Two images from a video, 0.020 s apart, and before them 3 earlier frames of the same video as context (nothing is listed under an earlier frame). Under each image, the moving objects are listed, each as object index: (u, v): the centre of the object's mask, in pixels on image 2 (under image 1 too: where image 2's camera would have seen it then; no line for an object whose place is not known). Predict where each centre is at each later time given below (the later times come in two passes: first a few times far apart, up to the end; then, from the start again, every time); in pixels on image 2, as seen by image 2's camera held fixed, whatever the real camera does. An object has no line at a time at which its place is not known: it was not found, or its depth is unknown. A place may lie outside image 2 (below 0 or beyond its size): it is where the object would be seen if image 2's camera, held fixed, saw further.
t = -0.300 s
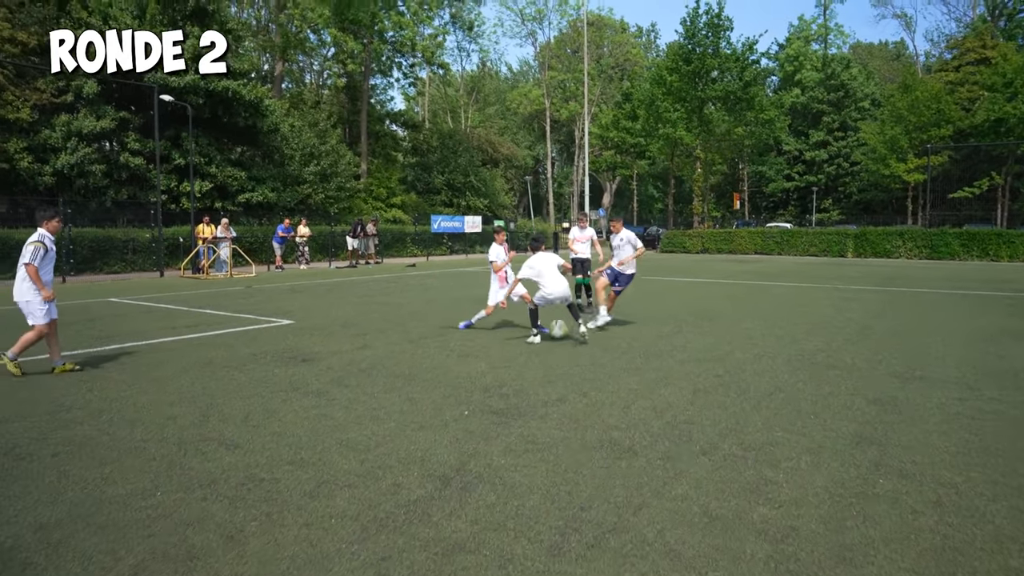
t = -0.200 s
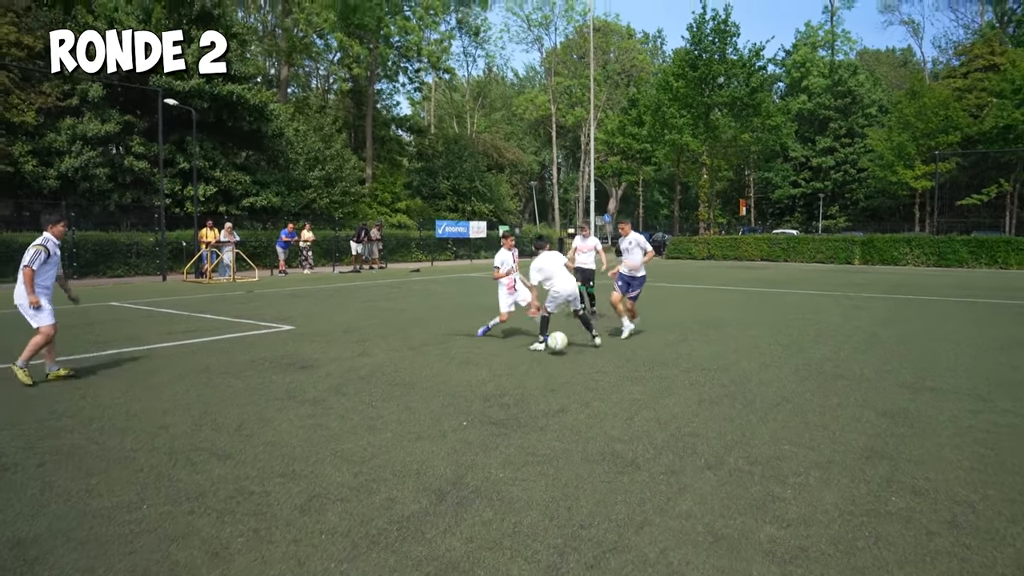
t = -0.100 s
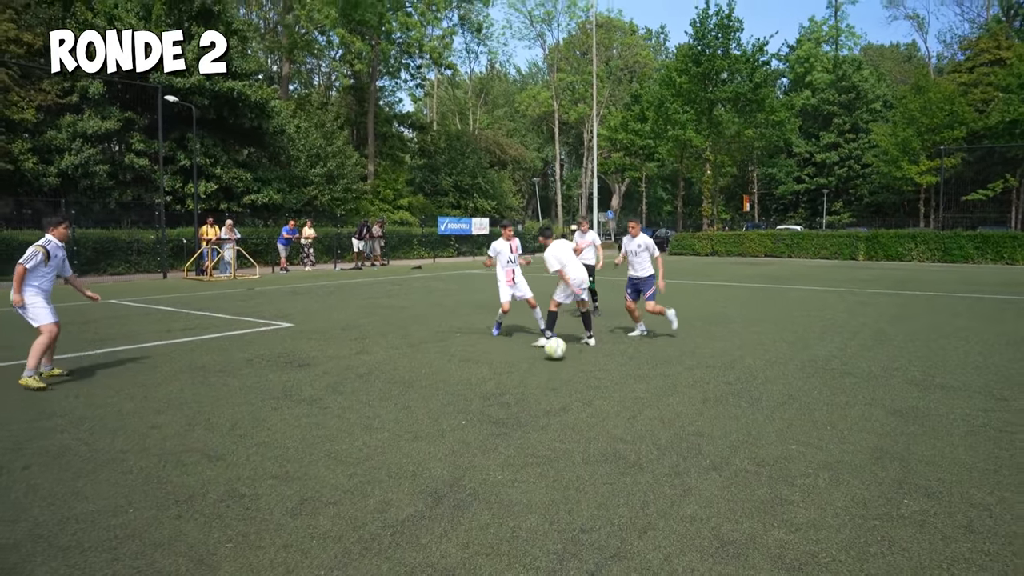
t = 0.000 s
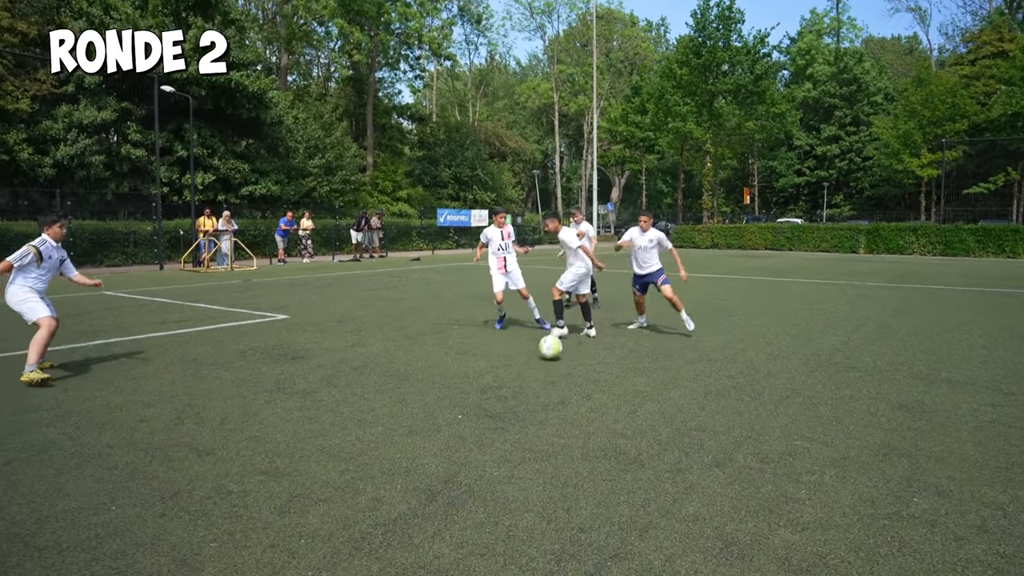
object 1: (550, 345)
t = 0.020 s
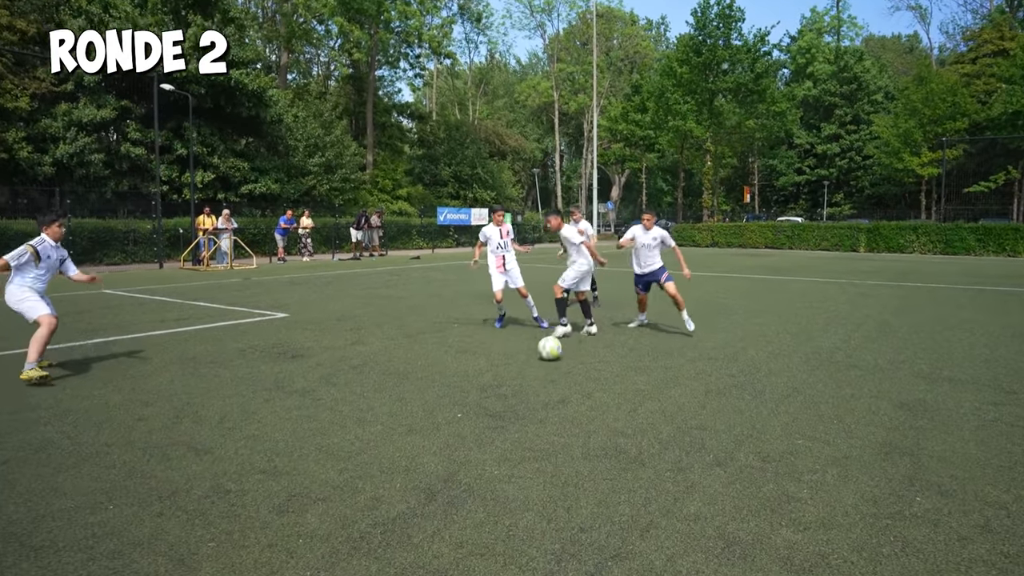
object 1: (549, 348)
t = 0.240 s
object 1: (542, 364)
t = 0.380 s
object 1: (535, 377)
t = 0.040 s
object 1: (549, 350)
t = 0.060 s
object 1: (548, 351)
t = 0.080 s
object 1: (547, 352)
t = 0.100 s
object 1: (547, 352)
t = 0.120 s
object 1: (546, 354)
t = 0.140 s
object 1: (545, 355)
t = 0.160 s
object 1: (544, 357)
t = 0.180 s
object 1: (544, 360)
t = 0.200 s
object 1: (543, 362)
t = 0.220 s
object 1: (542, 362)
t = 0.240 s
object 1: (542, 364)
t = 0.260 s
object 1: (540, 365)
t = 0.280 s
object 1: (539, 368)
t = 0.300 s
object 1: (539, 370)
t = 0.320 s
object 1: (538, 372)
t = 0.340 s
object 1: (537, 373)
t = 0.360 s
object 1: (536, 375)
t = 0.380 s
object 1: (535, 377)
